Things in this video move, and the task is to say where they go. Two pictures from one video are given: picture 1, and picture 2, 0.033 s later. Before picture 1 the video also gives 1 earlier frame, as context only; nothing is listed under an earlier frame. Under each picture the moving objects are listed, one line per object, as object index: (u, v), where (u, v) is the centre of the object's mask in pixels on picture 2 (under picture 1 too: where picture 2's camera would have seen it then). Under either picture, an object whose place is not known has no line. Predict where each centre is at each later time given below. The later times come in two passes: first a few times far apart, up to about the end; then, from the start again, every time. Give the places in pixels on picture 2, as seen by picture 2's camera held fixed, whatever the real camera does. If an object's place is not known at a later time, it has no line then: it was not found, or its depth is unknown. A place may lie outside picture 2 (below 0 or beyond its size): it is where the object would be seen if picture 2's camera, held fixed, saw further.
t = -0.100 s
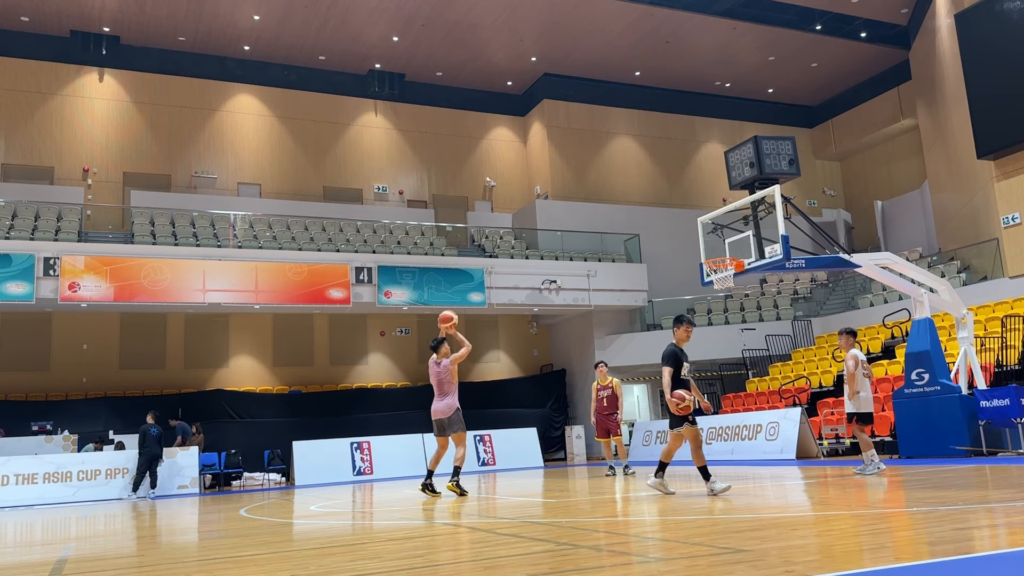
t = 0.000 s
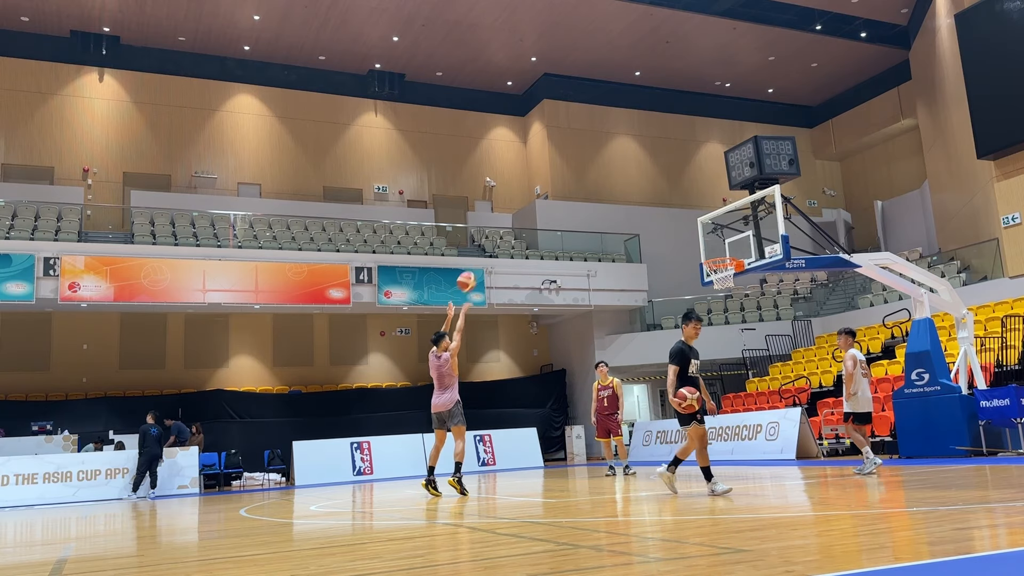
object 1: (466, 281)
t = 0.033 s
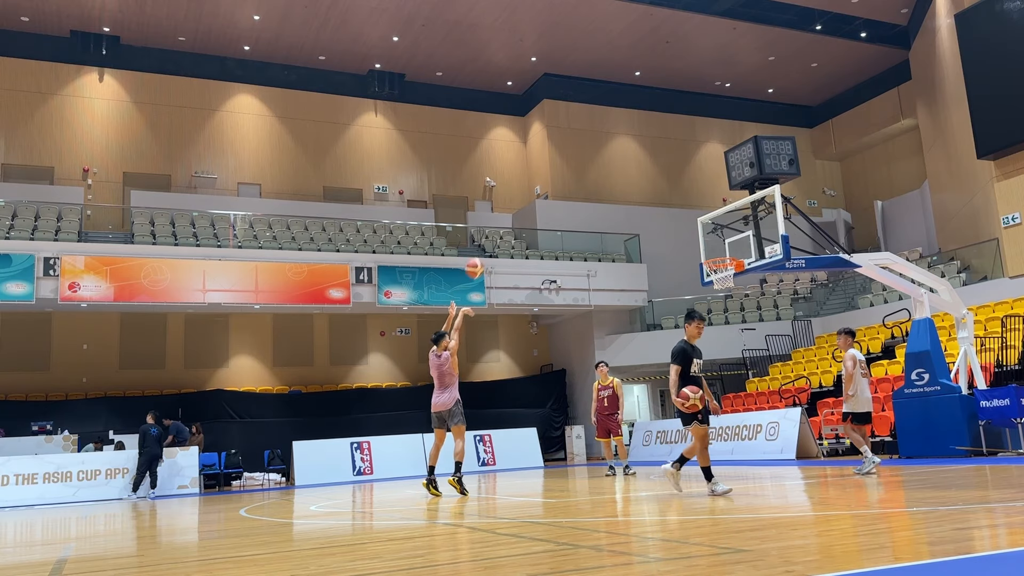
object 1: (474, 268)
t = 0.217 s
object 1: (520, 210)
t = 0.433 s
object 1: (570, 177)
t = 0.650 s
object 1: (618, 175)
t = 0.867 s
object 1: (668, 203)
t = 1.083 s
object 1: (717, 254)
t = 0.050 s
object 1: (479, 262)
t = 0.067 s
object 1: (483, 255)
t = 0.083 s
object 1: (487, 249)
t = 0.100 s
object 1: (491, 244)
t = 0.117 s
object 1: (495, 238)
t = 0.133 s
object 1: (499, 233)
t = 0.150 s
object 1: (503, 228)
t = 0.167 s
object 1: (508, 223)
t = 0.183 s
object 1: (512, 219)
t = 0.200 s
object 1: (516, 214)
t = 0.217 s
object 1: (520, 210)
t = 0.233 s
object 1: (524, 207)
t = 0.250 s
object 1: (528, 203)
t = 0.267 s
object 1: (532, 200)
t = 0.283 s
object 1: (536, 196)
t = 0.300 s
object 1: (539, 194)
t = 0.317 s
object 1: (543, 191)
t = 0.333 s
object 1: (547, 188)
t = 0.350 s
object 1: (551, 185)
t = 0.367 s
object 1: (555, 183)
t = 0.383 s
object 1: (559, 181)
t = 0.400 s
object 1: (563, 180)
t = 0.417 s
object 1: (566, 178)
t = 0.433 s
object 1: (570, 177)
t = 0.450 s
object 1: (574, 175)
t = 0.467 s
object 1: (578, 174)
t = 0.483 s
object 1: (581, 174)
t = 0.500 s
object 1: (585, 173)
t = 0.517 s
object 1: (589, 172)
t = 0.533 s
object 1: (592, 172)
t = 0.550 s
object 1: (596, 172)
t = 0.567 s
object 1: (600, 172)
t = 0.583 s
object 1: (604, 172)
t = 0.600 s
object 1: (608, 172)
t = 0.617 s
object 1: (611, 173)
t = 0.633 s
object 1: (615, 174)
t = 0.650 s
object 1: (618, 175)
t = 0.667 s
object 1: (622, 176)
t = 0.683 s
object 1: (626, 177)
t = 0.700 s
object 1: (630, 179)
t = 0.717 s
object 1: (634, 180)
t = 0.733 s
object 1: (637, 182)
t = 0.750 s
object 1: (641, 184)
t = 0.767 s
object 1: (645, 186)
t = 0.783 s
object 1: (649, 188)
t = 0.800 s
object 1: (653, 191)
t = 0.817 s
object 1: (656, 194)
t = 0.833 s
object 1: (660, 196)
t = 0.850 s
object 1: (664, 200)
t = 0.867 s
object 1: (668, 203)
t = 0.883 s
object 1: (671, 206)
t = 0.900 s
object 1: (675, 210)
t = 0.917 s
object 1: (679, 213)
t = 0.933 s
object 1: (683, 217)
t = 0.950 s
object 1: (686, 221)
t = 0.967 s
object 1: (690, 225)
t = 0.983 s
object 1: (693, 229)
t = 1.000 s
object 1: (697, 234)
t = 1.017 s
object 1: (702, 238)
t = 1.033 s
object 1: (705, 243)
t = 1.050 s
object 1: (709, 248)
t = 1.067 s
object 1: (713, 252)
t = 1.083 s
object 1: (717, 254)
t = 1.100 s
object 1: (719, 257)
